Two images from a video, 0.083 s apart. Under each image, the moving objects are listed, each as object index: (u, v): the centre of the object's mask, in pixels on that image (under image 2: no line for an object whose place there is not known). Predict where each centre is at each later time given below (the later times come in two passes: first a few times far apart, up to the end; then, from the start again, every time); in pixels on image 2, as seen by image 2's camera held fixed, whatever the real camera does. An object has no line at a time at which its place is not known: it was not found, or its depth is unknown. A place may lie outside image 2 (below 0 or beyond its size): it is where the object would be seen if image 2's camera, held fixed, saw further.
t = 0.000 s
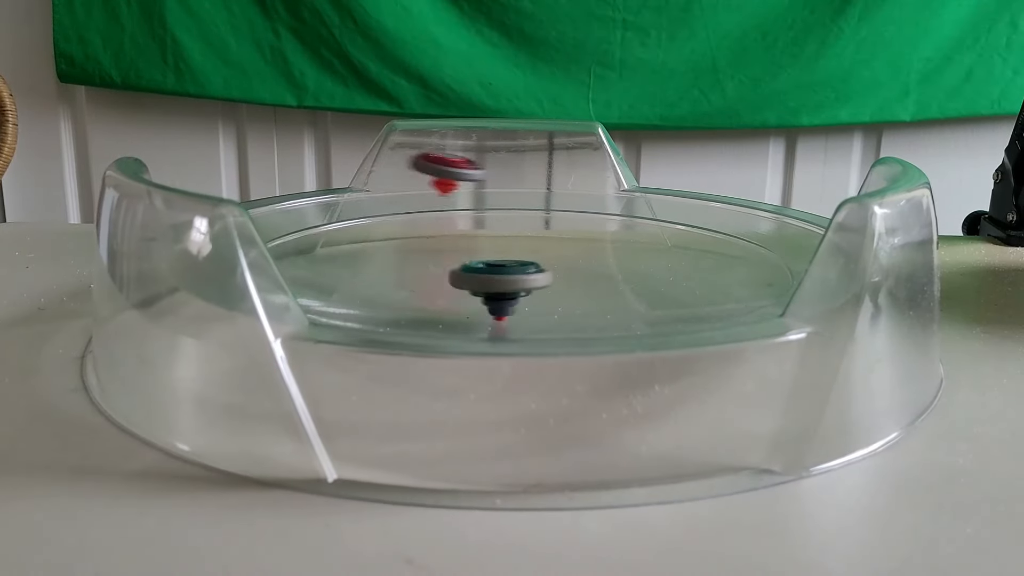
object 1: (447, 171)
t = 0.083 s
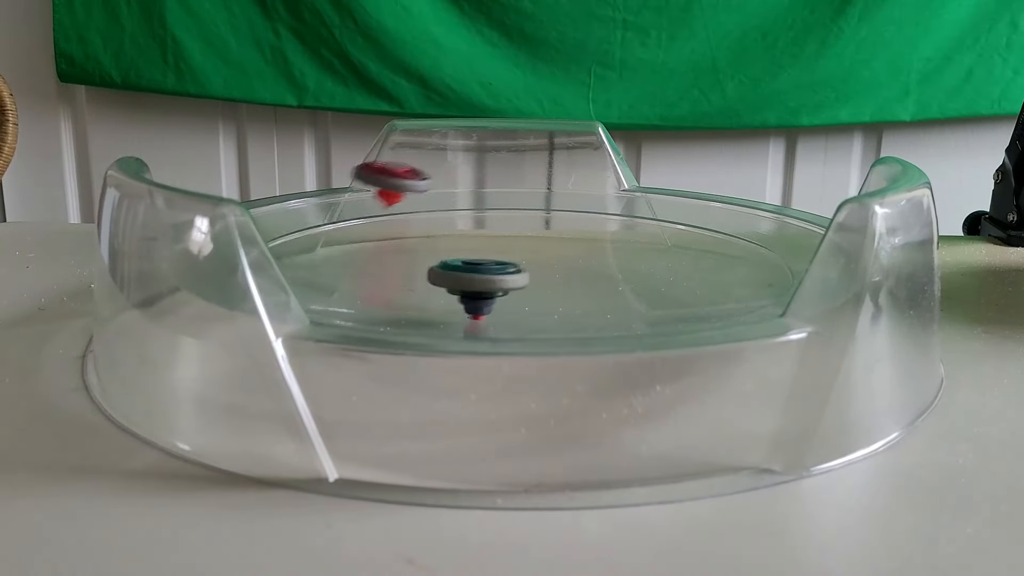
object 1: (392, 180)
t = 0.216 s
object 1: (327, 209)
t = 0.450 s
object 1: (338, 266)
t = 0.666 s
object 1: (484, 296)
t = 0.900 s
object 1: (616, 265)
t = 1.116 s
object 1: (645, 279)
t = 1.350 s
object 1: (521, 297)
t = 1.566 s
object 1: (514, 275)
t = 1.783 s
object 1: (533, 284)
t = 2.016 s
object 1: (632, 275)
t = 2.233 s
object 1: (563, 270)
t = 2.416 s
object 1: (773, 172)
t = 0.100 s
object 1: (381, 186)
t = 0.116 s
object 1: (372, 188)
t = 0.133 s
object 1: (363, 188)
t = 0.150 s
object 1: (354, 193)
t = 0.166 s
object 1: (347, 195)
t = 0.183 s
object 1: (339, 201)
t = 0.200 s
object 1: (333, 206)
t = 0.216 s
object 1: (327, 209)
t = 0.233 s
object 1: (319, 213)
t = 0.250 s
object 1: (314, 217)
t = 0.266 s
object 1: (309, 221)
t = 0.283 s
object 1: (304, 224)
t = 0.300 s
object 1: (301, 227)
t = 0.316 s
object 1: (300, 231)
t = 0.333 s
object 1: (299, 234)
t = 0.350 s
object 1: (301, 239)
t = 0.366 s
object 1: (303, 243)
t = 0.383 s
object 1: (307, 247)
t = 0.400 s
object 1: (311, 252)
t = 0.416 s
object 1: (318, 257)
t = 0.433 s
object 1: (326, 264)
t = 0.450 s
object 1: (338, 266)
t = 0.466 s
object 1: (350, 270)
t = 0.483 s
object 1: (364, 274)
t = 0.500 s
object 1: (379, 278)
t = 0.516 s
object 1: (391, 282)
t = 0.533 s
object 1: (392, 284)
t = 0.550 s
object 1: (395, 285)
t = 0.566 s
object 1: (402, 287)
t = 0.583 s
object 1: (411, 289)
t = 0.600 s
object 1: (422, 291)
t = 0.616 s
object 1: (436, 293)
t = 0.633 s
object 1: (452, 294)
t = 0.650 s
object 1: (468, 295)
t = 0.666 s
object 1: (484, 296)
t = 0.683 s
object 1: (500, 296)
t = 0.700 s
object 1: (516, 296)
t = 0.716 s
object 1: (531, 295)
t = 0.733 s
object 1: (545, 294)
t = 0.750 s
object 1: (558, 293)
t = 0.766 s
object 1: (570, 291)
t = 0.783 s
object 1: (580, 289)
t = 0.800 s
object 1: (589, 286)
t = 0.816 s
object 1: (597, 283)
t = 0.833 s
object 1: (603, 279)
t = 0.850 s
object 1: (608, 276)
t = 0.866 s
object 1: (612, 272)
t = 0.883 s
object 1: (615, 269)
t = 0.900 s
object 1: (616, 265)
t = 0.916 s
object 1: (616, 261)
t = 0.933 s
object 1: (615, 258)
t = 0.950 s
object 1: (615, 257)
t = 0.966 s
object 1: (621, 265)
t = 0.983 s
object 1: (628, 273)
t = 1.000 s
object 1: (634, 282)
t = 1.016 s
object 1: (639, 287)
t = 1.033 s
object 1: (643, 290)
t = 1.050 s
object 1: (647, 291)
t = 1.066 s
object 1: (649, 292)
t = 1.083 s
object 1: (651, 292)
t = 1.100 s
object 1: (652, 291)
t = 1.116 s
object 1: (645, 279)
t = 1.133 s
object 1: (638, 273)
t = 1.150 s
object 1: (629, 272)
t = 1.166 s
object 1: (621, 279)
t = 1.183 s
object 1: (609, 289)
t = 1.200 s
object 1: (598, 285)
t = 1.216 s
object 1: (588, 286)
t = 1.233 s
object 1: (576, 293)
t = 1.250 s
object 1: (565, 296)
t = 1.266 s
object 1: (557, 291)
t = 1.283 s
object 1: (548, 291)
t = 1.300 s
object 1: (539, 298)
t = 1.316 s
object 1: (532, 296)
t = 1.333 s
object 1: (527, 295)
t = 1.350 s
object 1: (521, 297)
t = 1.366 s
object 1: (517, 296)
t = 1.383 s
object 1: (513, 293)
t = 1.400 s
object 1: (511, 292)
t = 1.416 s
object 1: (510, 290)
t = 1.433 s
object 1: (508, 287)
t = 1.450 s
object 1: (508, 285)
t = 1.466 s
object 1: (508, 283)
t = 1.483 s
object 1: (509, 281)
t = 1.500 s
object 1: (510, 279)
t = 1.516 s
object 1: (511, 278)
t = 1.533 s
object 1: (512, 277)
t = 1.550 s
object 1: (513, 276)
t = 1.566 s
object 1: (514, 275)
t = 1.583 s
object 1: (516, 275)
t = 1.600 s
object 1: (517, 274)
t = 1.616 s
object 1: (519, 275)
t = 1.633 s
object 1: (520, 275)
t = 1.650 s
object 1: (521, 276)
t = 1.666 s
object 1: (521, 277)
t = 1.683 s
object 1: (521, 278)
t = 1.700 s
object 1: (522, 279)
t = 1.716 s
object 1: (524, 280)
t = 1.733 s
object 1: (526, 281)
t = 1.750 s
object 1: (528, 282)
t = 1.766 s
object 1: (530, 283)
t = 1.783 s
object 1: (533, 284)
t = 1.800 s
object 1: (536, 285)
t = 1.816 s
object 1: (540, 286)
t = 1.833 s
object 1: (551, 283)
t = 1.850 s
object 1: (563, 279)
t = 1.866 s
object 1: (577, 281)
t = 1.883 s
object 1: (590, 283)
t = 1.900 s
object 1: (599, 280)
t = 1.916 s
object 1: (608, 281)
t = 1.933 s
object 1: (616, 279)
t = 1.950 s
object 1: (624, 279)
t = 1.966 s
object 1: (629, 278)
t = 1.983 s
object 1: (632, 277)
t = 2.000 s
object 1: (633, 276)
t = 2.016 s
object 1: (632, 275)
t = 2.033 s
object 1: (631, 274)
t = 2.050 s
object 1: (628, 273)
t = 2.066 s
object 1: (626, 273)
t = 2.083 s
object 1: (621, 272)
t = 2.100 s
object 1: (617, 272)
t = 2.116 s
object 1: (612, 271)
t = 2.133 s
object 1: (606, 271)
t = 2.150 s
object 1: (600, 270)
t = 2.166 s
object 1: (592, 270)
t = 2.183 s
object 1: (585, 270)
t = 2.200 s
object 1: (578, 270)
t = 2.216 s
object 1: (571, 270)
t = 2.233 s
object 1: (563, 270)
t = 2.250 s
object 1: (556, 271)
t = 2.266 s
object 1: (586, 267)
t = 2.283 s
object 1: (634, 263)
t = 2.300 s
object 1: (678, 254)
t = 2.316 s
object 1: (723, 246)
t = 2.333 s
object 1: (763, 234)
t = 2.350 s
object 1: (794, 218)
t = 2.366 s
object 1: (799, 198)
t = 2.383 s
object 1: (789, 184)
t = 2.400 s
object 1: (782, 175)
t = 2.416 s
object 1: (773, 172)
